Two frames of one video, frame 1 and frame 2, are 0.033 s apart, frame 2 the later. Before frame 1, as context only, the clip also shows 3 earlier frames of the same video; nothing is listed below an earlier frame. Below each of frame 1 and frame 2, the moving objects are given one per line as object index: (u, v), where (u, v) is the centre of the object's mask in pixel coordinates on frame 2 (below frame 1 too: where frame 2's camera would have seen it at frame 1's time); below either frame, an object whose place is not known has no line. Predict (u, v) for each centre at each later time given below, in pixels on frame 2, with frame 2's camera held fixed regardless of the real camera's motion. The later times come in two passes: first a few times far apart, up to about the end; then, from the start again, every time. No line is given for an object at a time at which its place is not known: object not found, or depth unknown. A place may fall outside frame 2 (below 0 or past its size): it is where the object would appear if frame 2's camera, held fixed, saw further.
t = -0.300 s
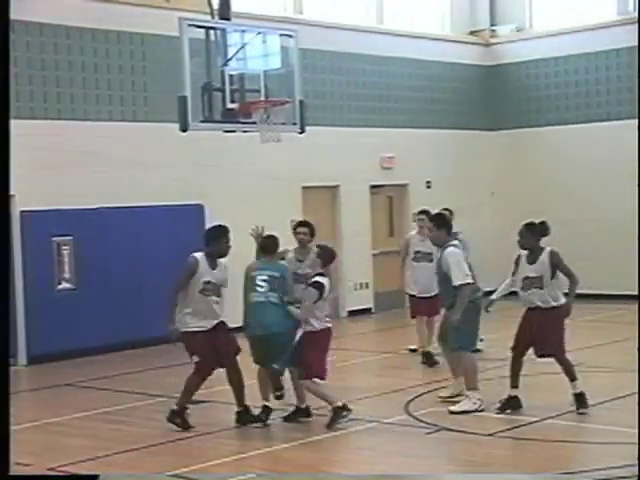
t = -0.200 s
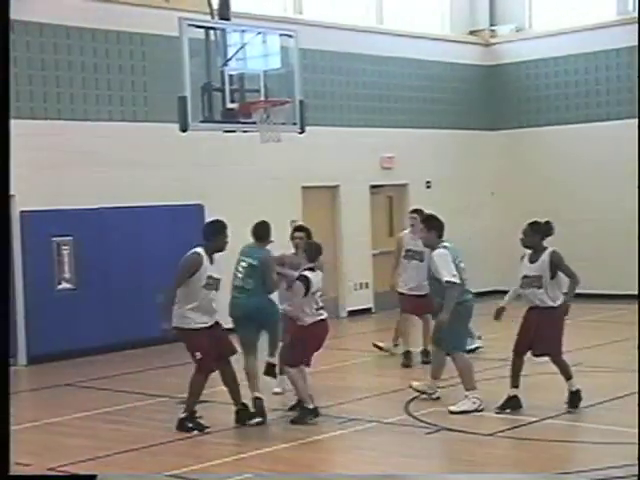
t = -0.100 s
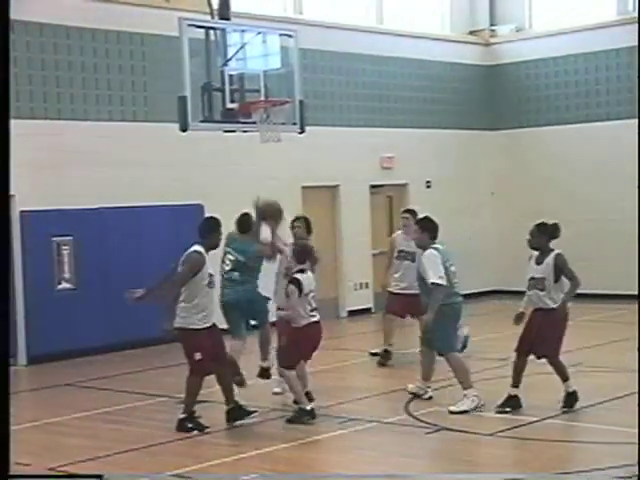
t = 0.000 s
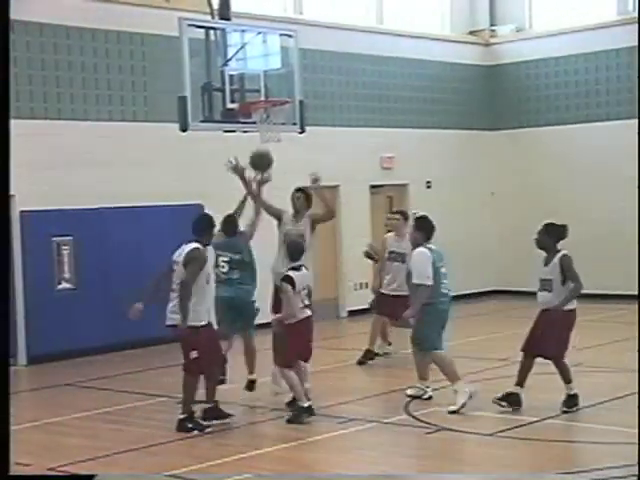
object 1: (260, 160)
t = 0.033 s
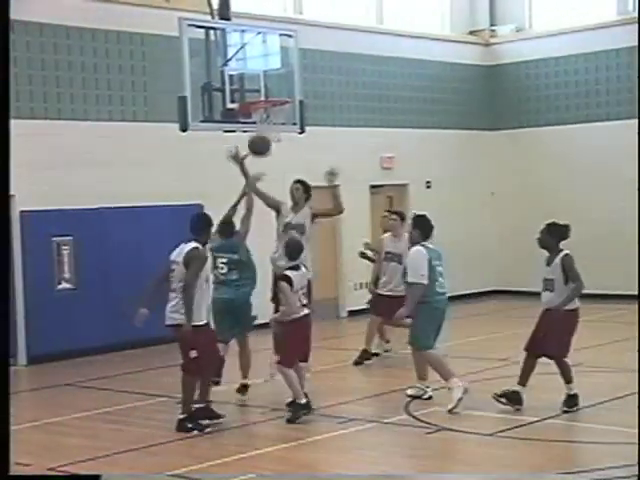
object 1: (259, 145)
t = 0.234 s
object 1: (250, 80)
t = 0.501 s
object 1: (244, 59)
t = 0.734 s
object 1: (258, 86)
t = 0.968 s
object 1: (262, 129)
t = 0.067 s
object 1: (257, 131)
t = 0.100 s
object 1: (257, 119)
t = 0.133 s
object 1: (251, 108)
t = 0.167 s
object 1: (250, 95)
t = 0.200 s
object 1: (251, 88)
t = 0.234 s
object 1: (250, 80)
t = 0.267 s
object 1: (249, 74)
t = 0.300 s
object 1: (248, 68)
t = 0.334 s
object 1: (248, 64)
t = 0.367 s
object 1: (247, 61)
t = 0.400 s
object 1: (246, 59)
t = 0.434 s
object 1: (245, 58)
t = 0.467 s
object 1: (245, 58)
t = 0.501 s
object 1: (244, 59)
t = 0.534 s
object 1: (243, 61)
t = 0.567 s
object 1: (243, 64)
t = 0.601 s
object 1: (242, 69)
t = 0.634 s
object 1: (241, 74)
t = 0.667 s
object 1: (245, 77)
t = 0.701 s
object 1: (250, 81)
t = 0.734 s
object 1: (258, 86)
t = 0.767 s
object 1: (265, 90)
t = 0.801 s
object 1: (272, 98)
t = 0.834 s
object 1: (276, 105)
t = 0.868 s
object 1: (273, 112)
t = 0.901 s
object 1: (268, 117)
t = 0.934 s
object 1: (265, 123)
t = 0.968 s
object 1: (262, 129)
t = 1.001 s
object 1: (259, 135)
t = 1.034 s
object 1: (257, 142)
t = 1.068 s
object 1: (252, 149)
